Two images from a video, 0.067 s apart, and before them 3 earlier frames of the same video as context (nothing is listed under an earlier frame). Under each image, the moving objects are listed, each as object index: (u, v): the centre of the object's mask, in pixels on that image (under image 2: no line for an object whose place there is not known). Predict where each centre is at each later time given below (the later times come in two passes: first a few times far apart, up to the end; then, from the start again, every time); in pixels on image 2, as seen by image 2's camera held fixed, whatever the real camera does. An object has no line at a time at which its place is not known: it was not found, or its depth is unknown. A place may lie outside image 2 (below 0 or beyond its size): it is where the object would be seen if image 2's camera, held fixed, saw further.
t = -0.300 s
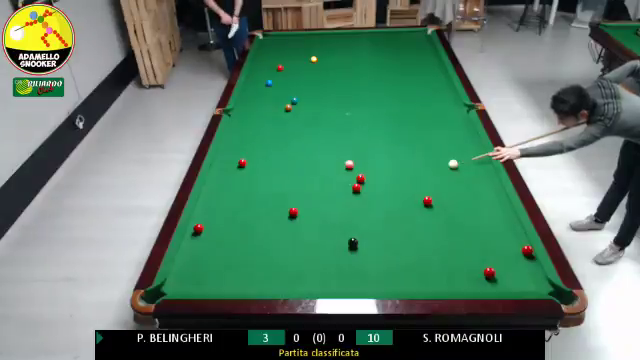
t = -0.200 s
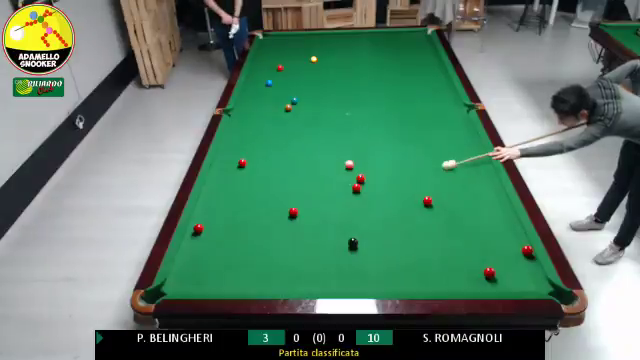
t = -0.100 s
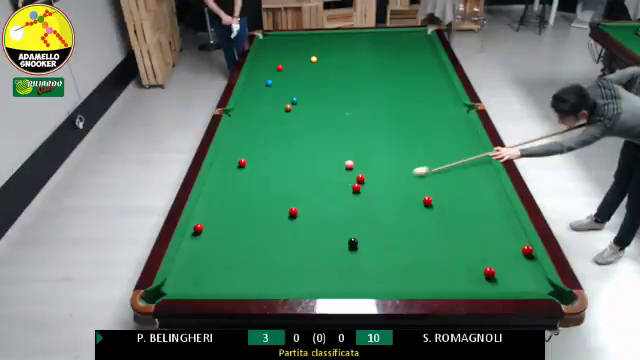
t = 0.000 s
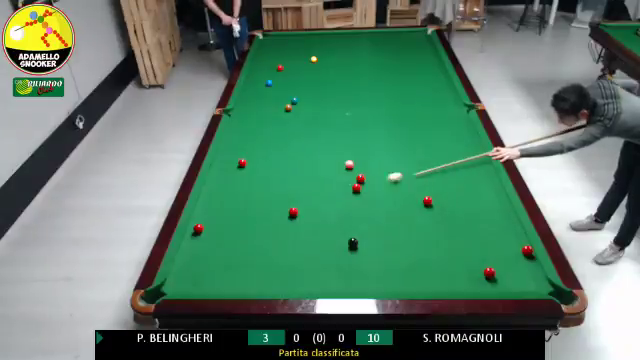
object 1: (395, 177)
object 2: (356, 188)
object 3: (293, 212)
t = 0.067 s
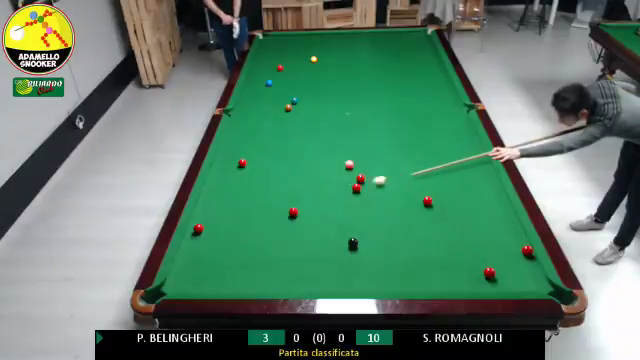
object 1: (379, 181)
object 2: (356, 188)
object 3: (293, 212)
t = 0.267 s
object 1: (357, 184)
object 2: (340, 195)
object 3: (293, 212)
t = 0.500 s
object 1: (345, 184)
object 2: (315, 205)
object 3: (293, 212)
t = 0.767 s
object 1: (331, 185)
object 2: (300, 214)
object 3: (281, 215)
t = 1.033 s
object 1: (320, 186)
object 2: (296, 219)
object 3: (263, 219)
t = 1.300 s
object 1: (309, 186)
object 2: (292, 224)
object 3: (246, 223)
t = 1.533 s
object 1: (300, 187)
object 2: (289, 228)
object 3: (233, 226)
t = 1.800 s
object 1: (292, 188)
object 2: (286, 231)
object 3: (218, 230)
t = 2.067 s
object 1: (286, 188)
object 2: (284, 234)
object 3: (205, 233)
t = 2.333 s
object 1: (280, 188)
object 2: (282, 236)
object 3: (193, 236)
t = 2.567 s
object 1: (277, 189)
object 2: (282, 236)
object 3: (188, 238)
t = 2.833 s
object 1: (273, 189)
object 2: (282, 236)
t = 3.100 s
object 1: (272, 189)
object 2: (282, 236)
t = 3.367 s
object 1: (271, 189)
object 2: (282, 236)
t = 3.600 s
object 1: (271, 189)
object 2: (282, 236)
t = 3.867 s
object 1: (271, 189)
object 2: (282, 236)
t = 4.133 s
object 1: (271, 189)
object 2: (282, 236)
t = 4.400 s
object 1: (271, 189)
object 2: (282, 236)
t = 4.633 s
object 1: (271, 189)
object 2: (282, 236)
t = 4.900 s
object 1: (271, 189)
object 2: (282, 236)
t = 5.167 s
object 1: (271, 189)
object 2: (282, 236)
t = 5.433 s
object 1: (271, 189)
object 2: (282, 236)
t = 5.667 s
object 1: (271, 189)
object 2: (282, 236)
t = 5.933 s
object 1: (271, 189)
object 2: (282, 236)
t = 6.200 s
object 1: (271, 189)
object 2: (282, 236)
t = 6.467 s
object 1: (271, 189)
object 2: (282, 236)
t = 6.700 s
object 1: (271, 189)
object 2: (282, 236)
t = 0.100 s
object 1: (373, 182)
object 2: (356, 188)
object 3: (293, 212)
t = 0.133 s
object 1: (366, 184)
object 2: (356, 188)
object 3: (293, 212)
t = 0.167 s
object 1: (362, 184)
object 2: (353, 189)
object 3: (293, 212)
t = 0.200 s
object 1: (361, 184)
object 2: (348, 191)
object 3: (293, 212)
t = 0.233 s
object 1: (359, 184)
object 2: (344, 193)
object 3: (293, 212)
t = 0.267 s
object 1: (357, 184)
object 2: (340, 195)
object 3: (293, 212)
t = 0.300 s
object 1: (355, 184)
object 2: (336, 196)
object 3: (293, 212)
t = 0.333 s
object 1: (354, 184)
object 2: (332, 198)
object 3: (293, 212)
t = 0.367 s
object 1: (352, 184)
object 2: (329, 199)
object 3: (293, 212)
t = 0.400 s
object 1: (350, 184)
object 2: (325, 200)
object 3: (293, 212)
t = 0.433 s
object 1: (348, 184)
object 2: (322, 202)
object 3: (293, 212)
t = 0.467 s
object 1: (347, 184)
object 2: (318, 203)
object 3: (293, 212)
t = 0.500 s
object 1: (345, 184)
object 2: (315, 205)
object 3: (293, 212)
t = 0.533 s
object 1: (343, 184)
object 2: (311, 206)
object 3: (293, 212)
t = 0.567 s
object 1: (341, 184)
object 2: (308, 207)
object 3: (293, 212)
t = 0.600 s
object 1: (340, 185)
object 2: (304, 209)
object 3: (293, 212)
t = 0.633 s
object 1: (338, 185)
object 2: (302, 210)
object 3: (291, 212)
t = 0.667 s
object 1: (336, 185)
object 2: (302, 211)
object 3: (288, 213)
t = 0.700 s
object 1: (335, 185)
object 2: (301, 212)
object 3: (286, 214)
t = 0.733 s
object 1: (333, 185)
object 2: (301, 213)
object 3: (283, 214)
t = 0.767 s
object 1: (331, 185)
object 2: (300, 214)
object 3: (281, 215)
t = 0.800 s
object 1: (330, 185)
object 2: (300, 214)
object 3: (278, 215)
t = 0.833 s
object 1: (328, 185)
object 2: (299, 215)
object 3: (276, 216)
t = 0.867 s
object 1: (327, 185)
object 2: (298, 216)
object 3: (274, 216)
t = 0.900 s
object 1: (325, 186)
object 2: (298, 217)
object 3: (272, 217)
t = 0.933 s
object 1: (324, 186)
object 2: (297, 217)
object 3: (270, 217)
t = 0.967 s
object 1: (322, 186)
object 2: (297, 218)
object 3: (267, 218)
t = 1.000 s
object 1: (321, 186)
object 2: (296, 219)
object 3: (265, 219)
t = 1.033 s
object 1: (320, 186)
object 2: (296, 219)
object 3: (263, 219)
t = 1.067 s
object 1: (318, 186)
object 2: (295, 220)
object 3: (261, 219)
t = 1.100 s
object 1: (317, 186)
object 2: (295, 221)
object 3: (259, 220)
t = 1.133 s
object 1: (315, 186)
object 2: (294, 221)
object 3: (257, 220)
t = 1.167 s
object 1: (314, 186)
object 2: (294, 222)
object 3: (255, 221)
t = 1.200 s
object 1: (313, 186)
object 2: (293, 222)
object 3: (252, 222)
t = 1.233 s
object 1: (311, 186)
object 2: (293, 223)
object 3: (250, 222)
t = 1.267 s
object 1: (310, 186)
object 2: (292, 224)
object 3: (248, 222)
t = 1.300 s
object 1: (309, 186)
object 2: (292, 224)
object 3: (246, 223)
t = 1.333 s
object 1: (308, 186)
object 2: (291, 225)
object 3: (244, 224)
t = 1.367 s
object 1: (306, 187)
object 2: (291, 225)
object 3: (242, 224)
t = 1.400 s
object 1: (305, 187)
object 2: (291, 226)
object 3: (240, 224)
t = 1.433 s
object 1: (304, 187)
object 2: (290, 227)
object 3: (238, 225)
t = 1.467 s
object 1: (303, 187)
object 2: (290, 227)
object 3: (236, 226)
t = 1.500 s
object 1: (302, 187)
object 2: (289, 228)
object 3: (234, 226)
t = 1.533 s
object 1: (300, 187)
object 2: (289, 228)
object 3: (233, 226)
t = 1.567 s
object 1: (299, 187)
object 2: (289, 228)
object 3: (231, 227)
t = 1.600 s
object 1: (298, 187)
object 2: (288, 229)
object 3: (229, 227)
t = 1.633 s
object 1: (297, 187)
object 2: (288, 229)
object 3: (227, 228)
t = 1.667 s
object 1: (296, 187)
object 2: (287, 230)
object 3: (226, 228)
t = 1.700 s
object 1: (295, 187)
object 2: (287, 230)
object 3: (224, 229)
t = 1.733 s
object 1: (294, 187)
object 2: (287, 230)
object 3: (222, 229)
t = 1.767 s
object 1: (293, 188)
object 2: (286, 231)
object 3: (220, 229)
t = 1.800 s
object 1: (292, 188)
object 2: (286, 231)
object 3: (218, 230)
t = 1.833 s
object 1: (292, 188)
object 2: (286, 231)
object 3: (216, 230)
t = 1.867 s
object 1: (291, 188)
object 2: (286, 232)
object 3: (215, 231)
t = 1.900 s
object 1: (290, 188)
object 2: (285, 232)
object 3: (213, 231)
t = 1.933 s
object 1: (289, 188)
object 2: (285, 233)
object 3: (211, 232)
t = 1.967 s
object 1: (288, 188)
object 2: (285, 233)
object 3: (209, 232)
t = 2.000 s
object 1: (287, 188)
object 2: (285, 233)
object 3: (208, 233)
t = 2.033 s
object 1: (286, 188)
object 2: (284, 234)
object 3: (206, 233)
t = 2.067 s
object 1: (286, 188)
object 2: (284, 234)
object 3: (205, 233)
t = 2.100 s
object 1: (285, 188)
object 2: (284, 234)
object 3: (204, 234)
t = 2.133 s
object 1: (284, 188)
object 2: (284, 234)
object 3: (202, 234)
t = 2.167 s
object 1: (283, 188)
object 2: (284, 234)
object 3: (200, 234)
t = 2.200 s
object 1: (282, 188)
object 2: (283, 235)
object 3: (198, 235)
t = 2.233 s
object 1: (282, 188)
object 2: (283, 235)
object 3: (197, 235)
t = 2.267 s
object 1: (281, 188)
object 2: (283, 235)
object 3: (196, 236)
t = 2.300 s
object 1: (281, 188)
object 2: (283, 235)
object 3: (195, 236)
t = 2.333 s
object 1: (280, 188)
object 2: (282, 236)
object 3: (193, 236)
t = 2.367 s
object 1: (279, 189)
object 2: (282, 236)
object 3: (192, 236)
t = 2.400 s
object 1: (279, 188)
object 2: (282, 236)
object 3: (190, 237)
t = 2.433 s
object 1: (278, 188)
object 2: (282, 236)
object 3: (189, 237)
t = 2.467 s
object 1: (278, 188)
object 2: (282, 236)
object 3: (188, 238)
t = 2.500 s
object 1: (277, 189)
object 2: (282, 236)
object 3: (187, 238)
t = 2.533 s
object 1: (277, 189)
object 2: (282, 236)
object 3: (188, 238)
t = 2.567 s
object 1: (277, 189)
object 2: (282, 236)
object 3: (188, 238)
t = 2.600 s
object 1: (276, 189)
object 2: (282, 236)
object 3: (189, 238)
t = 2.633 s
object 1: (275, 189)
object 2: (282, 236)
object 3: (190, 239)
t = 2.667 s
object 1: (275, 189)
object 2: (282, 236)
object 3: (190, 239)
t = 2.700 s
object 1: (275, 189)
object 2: (282, 236)
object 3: (190, 239)
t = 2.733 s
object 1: (274, 189)
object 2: (282, 236)
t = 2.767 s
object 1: (274, 189)
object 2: (282, 236)
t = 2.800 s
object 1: (274, 189)
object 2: (282, 236)
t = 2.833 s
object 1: (273, 189)
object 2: (282, 236)
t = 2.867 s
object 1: (273, 189)
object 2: (282, 236)
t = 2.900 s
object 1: (273, 189)
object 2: (282, 236)
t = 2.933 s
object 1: (272, 189)
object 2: (282, 236)
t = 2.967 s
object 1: (272, 189)
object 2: (282, 236)
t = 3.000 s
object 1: (272, 189)
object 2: (282, 236)
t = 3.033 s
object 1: (272, 189)
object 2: (282, 236)
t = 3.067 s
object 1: (272, 189)
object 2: (282, 236)
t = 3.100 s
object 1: (272, 189)
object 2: (282, 236)
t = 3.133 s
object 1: (272, 189)
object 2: (282, 236)
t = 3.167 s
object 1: (271, 189)
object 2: (282, 236)
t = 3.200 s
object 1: (271, 189)
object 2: (282, 236)
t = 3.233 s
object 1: (271, 189)
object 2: (282, 236)
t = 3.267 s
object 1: (271, 189)
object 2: (282, 236)
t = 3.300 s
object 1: (271, 189)
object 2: (282, 236)
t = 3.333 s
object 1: (271, 189)
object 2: (282, 236)
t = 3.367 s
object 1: (271, 189)
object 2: (282, 236)
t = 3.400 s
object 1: (271, 189)
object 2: (282, 236)
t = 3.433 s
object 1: (271, 189)
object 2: (282, 236)
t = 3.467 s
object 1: (271, 189)
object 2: (282, 236)
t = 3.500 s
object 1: (271, 189)
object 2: (282, 236)
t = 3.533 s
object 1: (271, 189)
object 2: (282, 236)
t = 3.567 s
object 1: (271, 189)
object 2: (282, 236)
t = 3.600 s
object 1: (271, 189)
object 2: (282, 236)
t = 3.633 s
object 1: (271, 189)
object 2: (282, 236)
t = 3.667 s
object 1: (271, 189)
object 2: (282, 236)
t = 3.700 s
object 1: (271, 189)
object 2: (282, 236)
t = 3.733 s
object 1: (271, 189)
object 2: (282, 236)
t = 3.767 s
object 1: (271, 189)
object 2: (282, 236)
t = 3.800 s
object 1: (271, 189)
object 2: (282, 236)
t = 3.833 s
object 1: (271, 189)
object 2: (282, 236)
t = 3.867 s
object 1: (271, 189)
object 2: (282, 236)
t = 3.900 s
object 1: (271, 189)
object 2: (282, 236)
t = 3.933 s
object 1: (271, 189)
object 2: (282, 236)
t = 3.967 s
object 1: (271, 189)
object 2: (282, 236)
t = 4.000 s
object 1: (271, 189)
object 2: (282, 236)
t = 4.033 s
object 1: (271, 189)
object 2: (282, 236)
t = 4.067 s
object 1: (271, 189)
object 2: (282, 236)
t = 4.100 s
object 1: (271, 189)
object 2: (282, 236)
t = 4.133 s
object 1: (271, 189)
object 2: (282, 236)
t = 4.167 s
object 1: (271, 189)
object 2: (282, 236)
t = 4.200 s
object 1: (271, 189)
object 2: (282, 236)
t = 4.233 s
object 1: (271, 189)
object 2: (282, 236)
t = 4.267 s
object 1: (271, 189)
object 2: (282, 236)
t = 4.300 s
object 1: (271, 189)
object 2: (282, 236)
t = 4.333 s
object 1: (271, 189)
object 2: (282, 236)
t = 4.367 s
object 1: (271, 189)
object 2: (282, 236)
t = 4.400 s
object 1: (271, 189)
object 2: (282, 236)
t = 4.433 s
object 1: (271, 189)
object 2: (282, 236)
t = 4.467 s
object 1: (271, 189)
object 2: (282, 236)
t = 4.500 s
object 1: (271, 189)
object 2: (282, 236)
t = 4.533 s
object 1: (271, 189)
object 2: (282, 236)
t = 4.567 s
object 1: (271, 189)
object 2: (282, 236)
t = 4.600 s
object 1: (271, 189)
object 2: (282, 236)
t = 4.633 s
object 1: (271, 189)
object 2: (282, 236)
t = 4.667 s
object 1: (271, 189)
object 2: (282, 236)
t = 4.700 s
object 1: (271, 189)
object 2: (282, 236)
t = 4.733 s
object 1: (271, 189)
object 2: (282, 236)
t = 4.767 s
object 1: (271, 189)
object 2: (282, 236)
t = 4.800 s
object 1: (271, 189)
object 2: (282, 236)
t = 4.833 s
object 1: (271, 189)
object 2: (282, 236)
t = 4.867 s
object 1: (271, 189)
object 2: (282, 236)
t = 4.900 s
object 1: (271, 189)
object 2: (282, 236)
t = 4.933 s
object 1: (271, 189)
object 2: (282, 236)
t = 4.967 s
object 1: (271, 189)
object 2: (282, 236)
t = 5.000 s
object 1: (271, 189)
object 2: (282, 236)
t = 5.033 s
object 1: (271, 189)
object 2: (282, 236)
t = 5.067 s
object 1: (271, 189)
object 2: (282, 236)
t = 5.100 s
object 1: (271, 189)
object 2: (282, 236)
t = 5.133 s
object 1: (271, 189)
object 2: (282, 236)
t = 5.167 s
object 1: (271, 189)
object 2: (282, 236)
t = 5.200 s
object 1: (271, 189)
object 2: (282, 236)
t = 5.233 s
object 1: (271, 189)
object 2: (282, 236)
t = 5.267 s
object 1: (271, 189)
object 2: (282, 236)
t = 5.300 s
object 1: (271, 189)
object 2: (282, 236)
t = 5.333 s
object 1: (271, 189)
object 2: (282, 236)
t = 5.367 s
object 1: (271, 189)
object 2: (282, 236)
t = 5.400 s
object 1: (271, 189)
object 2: (282, 236)
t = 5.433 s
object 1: (271, 189)
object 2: (282, 236)
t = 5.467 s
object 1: (271, 189)
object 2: (282, 236)
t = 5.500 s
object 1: (271, 189)
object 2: (282, 236)
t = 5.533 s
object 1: (271, 189)
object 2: (282, 236)
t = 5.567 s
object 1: (271, 189)
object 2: (282, 236)
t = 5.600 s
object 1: (271, 189)
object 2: (282, 236)
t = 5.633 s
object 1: (271, 189)
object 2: (282, 236)
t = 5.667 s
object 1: (271, 189)
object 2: (282, 236)
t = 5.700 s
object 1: (271, 189)
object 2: (282, 236)
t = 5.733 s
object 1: (271, 189)
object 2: (282, 236)
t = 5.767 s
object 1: (271, 189)
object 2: (282, 236)
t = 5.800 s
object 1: (271, 189)
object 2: (282, 236)
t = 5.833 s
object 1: (271, 189)
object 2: (282, 236)
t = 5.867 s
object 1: (271, 189)
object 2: (282, 236)
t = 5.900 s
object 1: (271, 189)
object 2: (282, 236)
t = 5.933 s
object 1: (271, 189)
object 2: (282, 236)
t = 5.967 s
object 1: (271, 189)
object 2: (282, 236)
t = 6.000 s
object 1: (271, 189)
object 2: (282, 236)
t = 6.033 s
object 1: (271, 189)
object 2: (282, 236)
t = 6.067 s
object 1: (271, 189)
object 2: (282, 236)
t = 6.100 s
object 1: (271, 189)
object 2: (282, 236)
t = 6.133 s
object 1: (271, 189)
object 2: (282, 236)
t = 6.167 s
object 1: (271, 189)
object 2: (282, 236)
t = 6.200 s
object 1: (271, 189)
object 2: (282, 236)
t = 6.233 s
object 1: (271, 189)
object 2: (282, 236)
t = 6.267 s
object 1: (271, 189)
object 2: (282, 236)
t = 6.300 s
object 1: (271, 189)
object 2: (282, 236)
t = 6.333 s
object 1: (271, 189)
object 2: (282, 236)
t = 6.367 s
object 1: (271, 189)
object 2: (282, 236)
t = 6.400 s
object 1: (271, 189)
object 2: (282, 236)
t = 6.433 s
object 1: (271, 189)
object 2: (282, 236)
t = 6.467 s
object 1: (271, 189)
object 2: (282, 236)
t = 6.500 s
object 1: (271, 189)
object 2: (282, 236)
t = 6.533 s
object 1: (271, 189)
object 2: (282, 236)
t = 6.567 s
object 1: (271, 189)
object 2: (282, 236)
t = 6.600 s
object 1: (271, 189)
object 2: (282, 236)
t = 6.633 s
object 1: (271, 189)
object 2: (282, 236)
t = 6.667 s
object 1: (271, 189)
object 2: (282, 236)
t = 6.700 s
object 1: (271, 189)
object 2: (282, 236)
